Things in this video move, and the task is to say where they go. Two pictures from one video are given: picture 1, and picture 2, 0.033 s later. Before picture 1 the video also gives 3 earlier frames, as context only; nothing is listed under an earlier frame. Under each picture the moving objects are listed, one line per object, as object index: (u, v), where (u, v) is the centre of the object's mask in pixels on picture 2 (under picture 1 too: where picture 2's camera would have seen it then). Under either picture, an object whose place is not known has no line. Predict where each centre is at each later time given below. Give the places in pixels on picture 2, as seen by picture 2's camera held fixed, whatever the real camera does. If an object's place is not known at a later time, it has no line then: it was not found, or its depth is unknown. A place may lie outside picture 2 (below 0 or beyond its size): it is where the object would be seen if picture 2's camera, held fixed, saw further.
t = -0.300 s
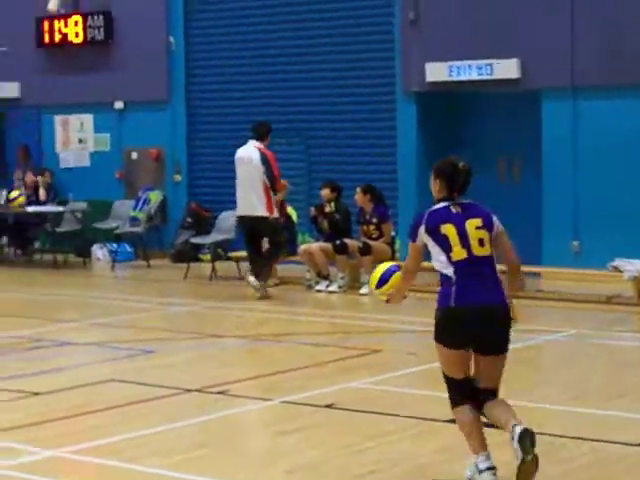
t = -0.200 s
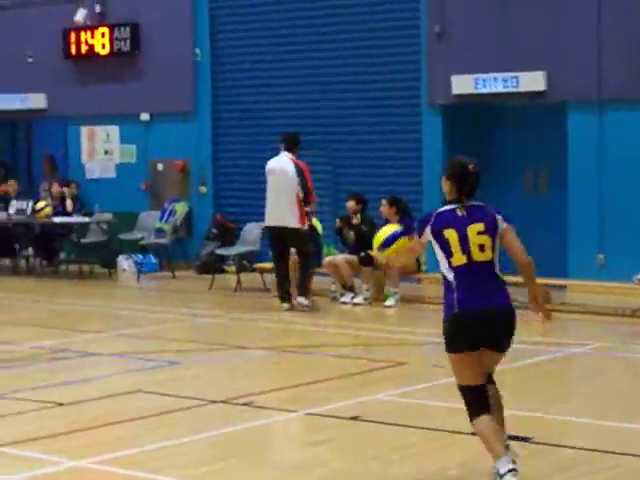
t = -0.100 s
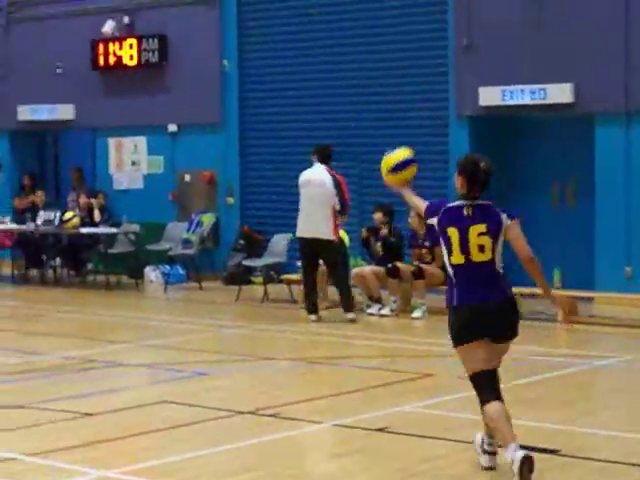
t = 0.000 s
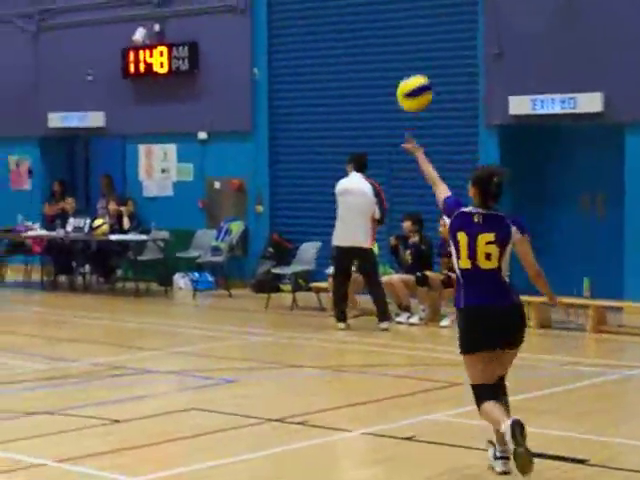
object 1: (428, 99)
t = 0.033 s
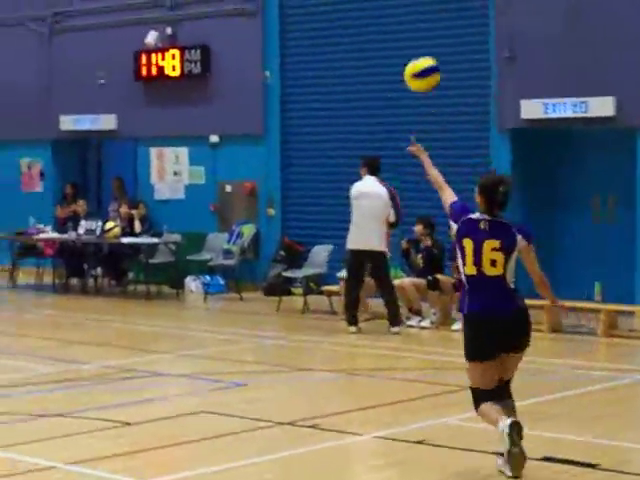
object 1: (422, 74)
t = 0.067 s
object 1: (416, 55)
